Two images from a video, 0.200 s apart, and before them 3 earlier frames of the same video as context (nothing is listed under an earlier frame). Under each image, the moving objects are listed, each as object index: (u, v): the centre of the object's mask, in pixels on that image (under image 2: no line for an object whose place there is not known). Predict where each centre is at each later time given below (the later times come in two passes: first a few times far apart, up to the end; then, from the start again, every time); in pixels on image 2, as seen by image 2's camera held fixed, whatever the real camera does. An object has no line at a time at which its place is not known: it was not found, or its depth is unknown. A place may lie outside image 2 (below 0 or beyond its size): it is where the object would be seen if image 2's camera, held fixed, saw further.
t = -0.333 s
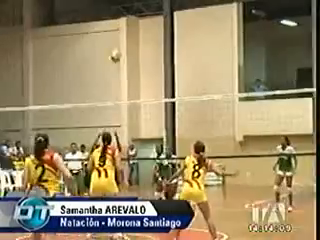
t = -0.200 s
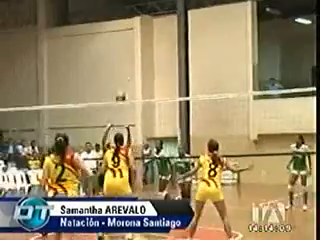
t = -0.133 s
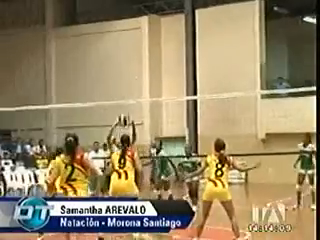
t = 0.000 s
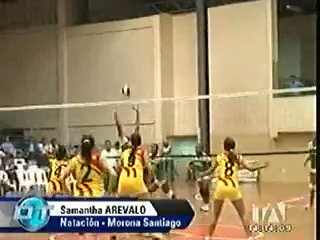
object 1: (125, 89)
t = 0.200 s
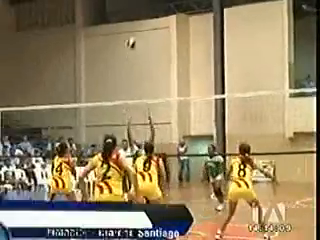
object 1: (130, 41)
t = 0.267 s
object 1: (127, 31)
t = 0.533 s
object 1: (114, 15)
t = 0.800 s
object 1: (101, 27)
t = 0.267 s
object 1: (127, 31)
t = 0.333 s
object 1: (123, 23)
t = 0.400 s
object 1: (121, 20)
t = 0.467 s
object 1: (117, 16)
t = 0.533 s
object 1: (114, 15)
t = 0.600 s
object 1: (110, 15)
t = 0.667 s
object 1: (107, 17)
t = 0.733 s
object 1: (104, 20)
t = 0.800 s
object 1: (101, 27)
